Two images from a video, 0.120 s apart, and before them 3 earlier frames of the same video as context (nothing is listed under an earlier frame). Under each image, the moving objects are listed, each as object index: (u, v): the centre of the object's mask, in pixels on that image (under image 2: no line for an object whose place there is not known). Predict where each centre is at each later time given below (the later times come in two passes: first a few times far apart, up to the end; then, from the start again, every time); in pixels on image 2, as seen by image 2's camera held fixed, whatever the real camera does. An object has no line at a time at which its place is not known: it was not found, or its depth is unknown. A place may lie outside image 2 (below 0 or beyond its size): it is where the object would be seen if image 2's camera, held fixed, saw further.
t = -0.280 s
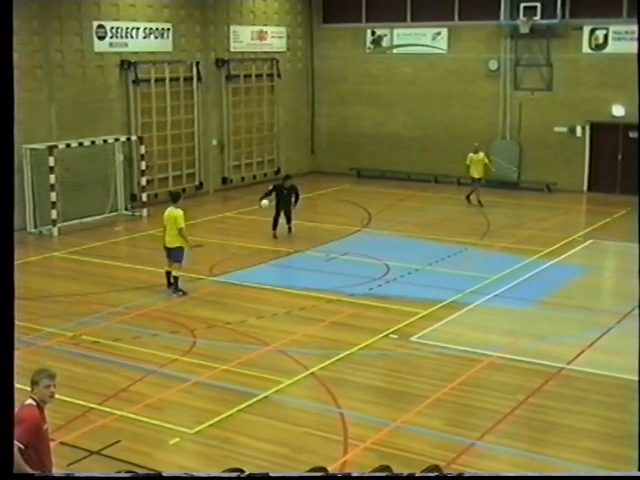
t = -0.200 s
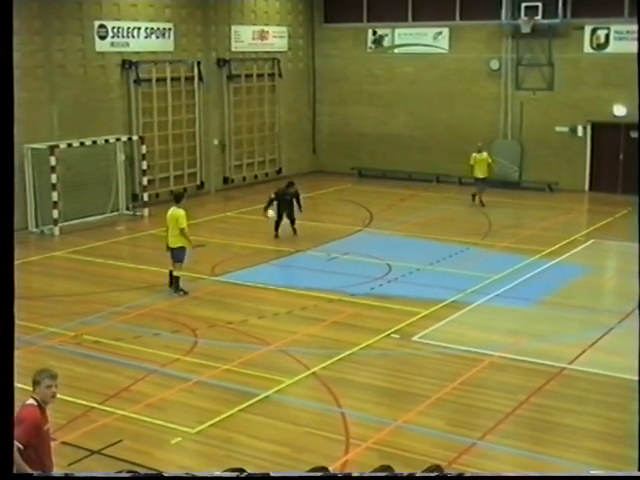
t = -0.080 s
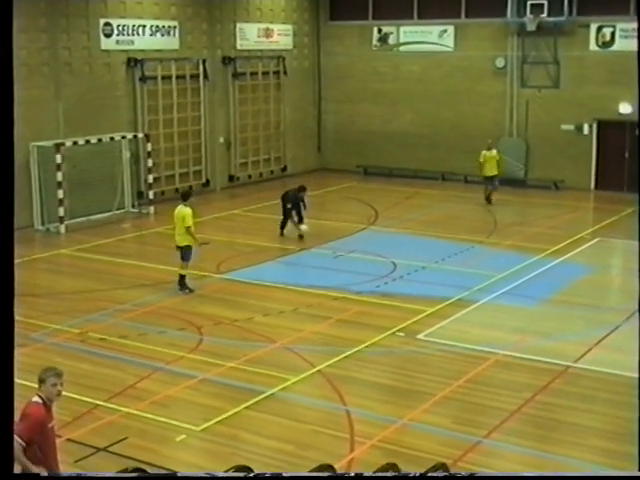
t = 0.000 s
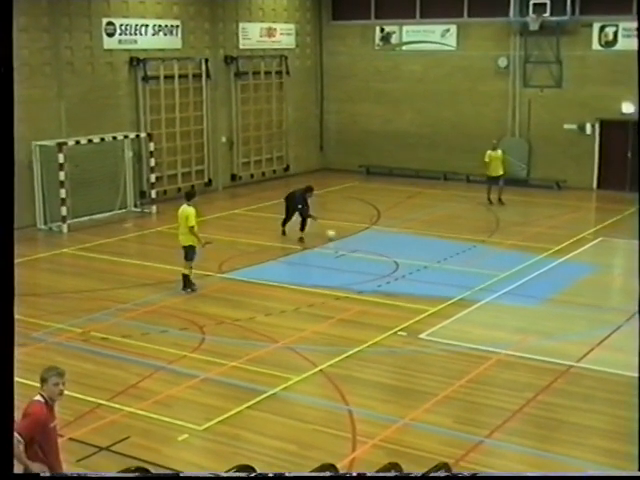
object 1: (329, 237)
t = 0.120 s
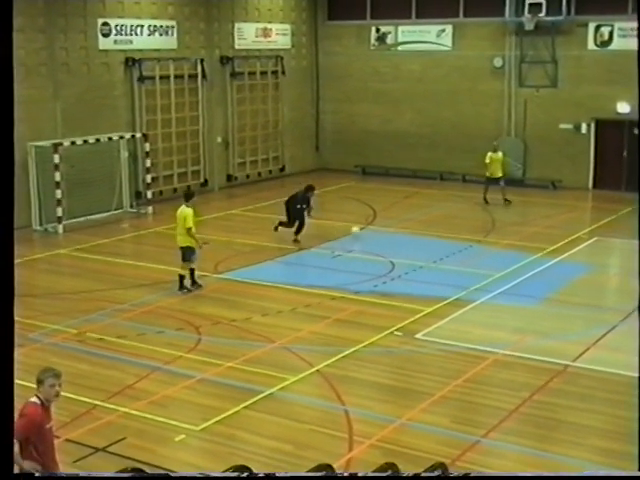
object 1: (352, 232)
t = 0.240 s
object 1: (378, 235)
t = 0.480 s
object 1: (426, 234)
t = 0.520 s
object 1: (435, 234)
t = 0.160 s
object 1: (363, 233)
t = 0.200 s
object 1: (370, 234)
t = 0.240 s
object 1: (378, 235)
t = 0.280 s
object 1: (387, 235)
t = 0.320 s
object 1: (395, 234)
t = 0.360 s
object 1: (404, 234)
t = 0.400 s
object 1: (411, 234)
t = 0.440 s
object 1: (418, 234)
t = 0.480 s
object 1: (426, 234)
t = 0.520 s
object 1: (435, 234)
